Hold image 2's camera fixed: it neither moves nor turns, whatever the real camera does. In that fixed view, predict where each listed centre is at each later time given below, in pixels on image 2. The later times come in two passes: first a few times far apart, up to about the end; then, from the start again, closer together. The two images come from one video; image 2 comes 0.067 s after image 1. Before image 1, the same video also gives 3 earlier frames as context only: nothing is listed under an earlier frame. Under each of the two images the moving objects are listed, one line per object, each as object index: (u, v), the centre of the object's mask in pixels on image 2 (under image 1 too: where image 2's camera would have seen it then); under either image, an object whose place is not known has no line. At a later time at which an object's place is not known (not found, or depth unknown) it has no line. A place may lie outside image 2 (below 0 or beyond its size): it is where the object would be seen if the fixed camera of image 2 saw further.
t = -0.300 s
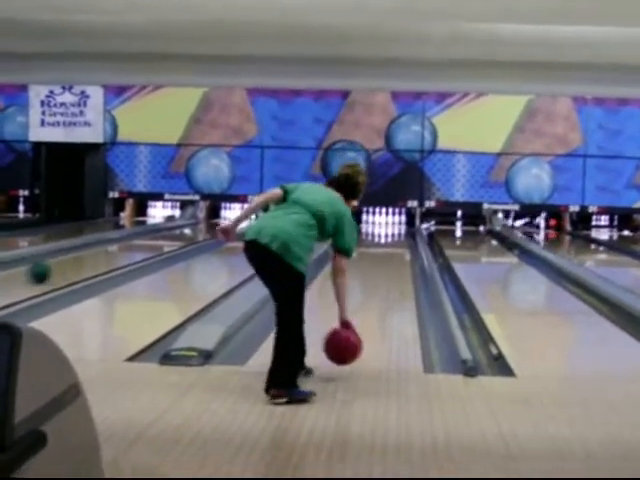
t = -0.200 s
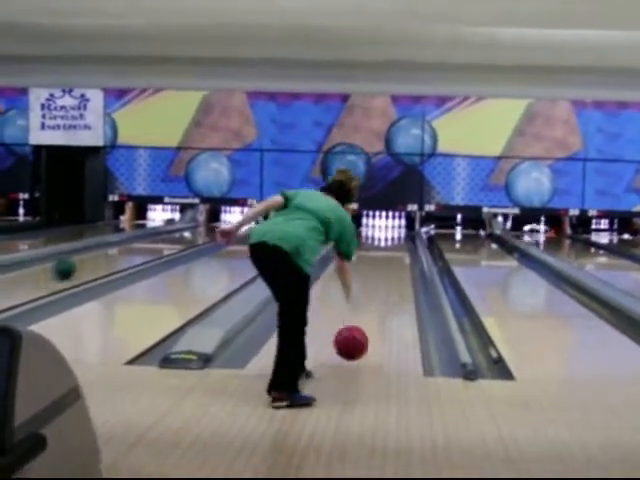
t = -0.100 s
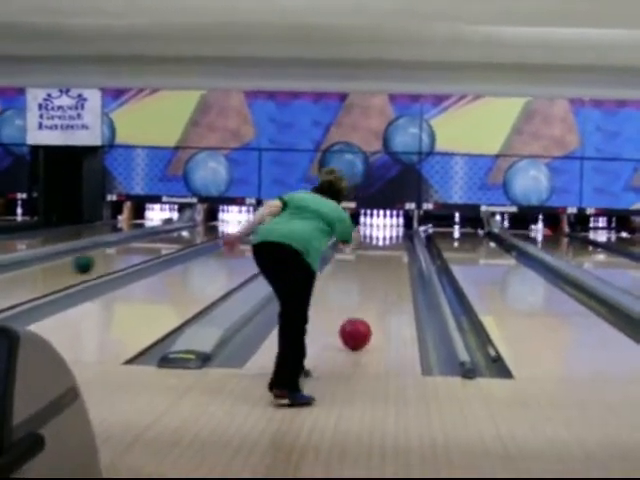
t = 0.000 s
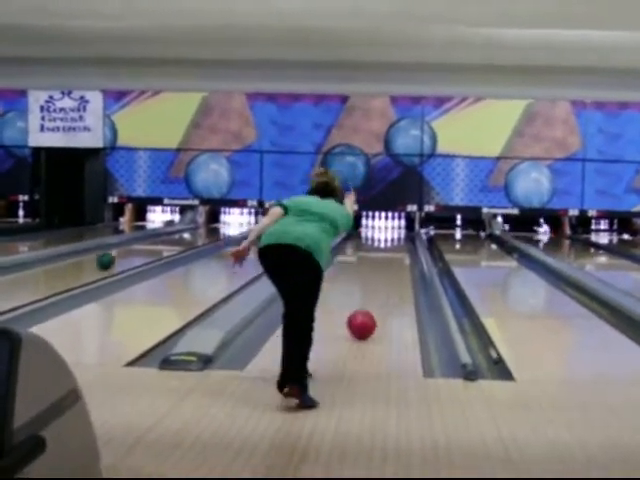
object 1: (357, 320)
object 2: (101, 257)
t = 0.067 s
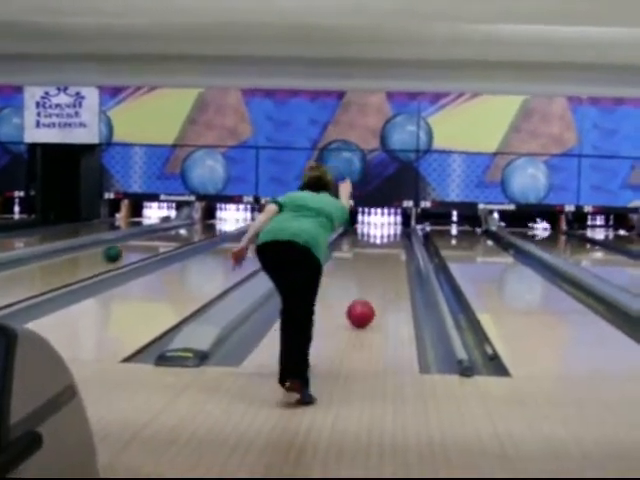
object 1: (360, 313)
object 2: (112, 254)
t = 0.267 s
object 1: (366, 296)
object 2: (141, 247)
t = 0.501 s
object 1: (373, 281)
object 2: (167, 240)
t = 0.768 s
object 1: (376, 269)
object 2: (191, 233)
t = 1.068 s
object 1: (380, 257)
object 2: (208, 228)
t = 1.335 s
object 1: (381, 250)
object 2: (212, 225)
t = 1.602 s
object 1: (383, 243)
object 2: (229, 221)
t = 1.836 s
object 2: (234, 219)
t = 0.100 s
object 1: (361, 310)
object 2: (117, 252)
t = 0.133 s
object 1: (362, 307)
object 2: (123, 251)
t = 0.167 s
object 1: (364, 304)
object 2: (127, 249)
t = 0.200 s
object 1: (364, 301)
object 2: (132, 248)
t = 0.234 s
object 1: (365, 299)
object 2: (137, 247)
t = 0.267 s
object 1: (366, 296)
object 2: (141, 247)
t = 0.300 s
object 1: (367, 293)
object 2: (146, 245)
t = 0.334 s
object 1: (368, 291)
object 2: (149, 245)
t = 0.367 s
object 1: (369, 289)
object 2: (152, 244)
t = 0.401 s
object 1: (370, 287)
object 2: (155, 244)
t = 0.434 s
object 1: (371, 285)
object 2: (161, 242)
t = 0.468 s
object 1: (371, 283)
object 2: (165, 240)
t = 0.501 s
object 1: (373, 281)
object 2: (167, 240)
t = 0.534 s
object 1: (373, 279)
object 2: (173, 239)
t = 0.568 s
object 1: (373, 277)
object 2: (175, 238)
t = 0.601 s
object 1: (374, 276)
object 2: (177, 238)
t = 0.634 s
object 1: (375, 274)
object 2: (181, 236)
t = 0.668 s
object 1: (376, 273)
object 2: (184, 235)
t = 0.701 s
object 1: (376, 271)
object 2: (186, 234)
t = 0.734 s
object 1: (376, 269)
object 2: (189, 233)
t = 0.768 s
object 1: (376, 269)
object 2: (191, 233)
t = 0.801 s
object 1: (377, 267)
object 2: (193, 232)
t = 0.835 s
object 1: (378, 266)
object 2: (194, 233)
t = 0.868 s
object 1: (378, 264)
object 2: (195, 232)
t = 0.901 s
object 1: (379, 263)
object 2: (200, 231)
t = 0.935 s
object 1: (379, 262)
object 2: (205, 229)
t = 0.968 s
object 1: (379, 261)
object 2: (207, 228)
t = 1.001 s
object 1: (380, 260)
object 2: (208, 228)
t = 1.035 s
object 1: (380, 259)
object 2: (208, 228)
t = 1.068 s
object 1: (380, 257)
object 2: (208, 228)
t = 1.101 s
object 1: (380, 255)
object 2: (209, 227)
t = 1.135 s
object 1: (380, 255)
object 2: (209, 227)
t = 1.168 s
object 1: (380, 254)
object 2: (210, 227)
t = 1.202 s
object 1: (381, 253)
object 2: (210, 226)
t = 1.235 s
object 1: (381, 252)
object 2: (211, 226)
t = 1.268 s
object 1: (381, 251)
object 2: (212, 226)
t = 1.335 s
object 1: (381, 250)
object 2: (212, 225)
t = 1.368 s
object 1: (381, 251)
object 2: (213, 225)
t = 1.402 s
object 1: (382, 249)
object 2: (214, 225)
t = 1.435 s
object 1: (382, 249)
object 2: (224, 222)
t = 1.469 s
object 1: (382, 248)
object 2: (224, 221)
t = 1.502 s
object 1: (383, 248)
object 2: (226, 221)
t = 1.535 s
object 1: (382, 247)
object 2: (227, 221)
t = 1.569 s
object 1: (383, 244)
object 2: (228, 221)
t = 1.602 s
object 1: (383, 243)
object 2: (229, 221)
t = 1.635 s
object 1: (383, 244)
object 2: (230, 220)
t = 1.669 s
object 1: (383, 243)
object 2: (231, 219)
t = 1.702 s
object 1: (383, 242)
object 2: (232, 219)
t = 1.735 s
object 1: (383, 243)
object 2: (233, 218)
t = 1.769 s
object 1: (383, 242)
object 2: (233, 218)
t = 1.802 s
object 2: (234, 219)
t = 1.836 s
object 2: (234, 219)
